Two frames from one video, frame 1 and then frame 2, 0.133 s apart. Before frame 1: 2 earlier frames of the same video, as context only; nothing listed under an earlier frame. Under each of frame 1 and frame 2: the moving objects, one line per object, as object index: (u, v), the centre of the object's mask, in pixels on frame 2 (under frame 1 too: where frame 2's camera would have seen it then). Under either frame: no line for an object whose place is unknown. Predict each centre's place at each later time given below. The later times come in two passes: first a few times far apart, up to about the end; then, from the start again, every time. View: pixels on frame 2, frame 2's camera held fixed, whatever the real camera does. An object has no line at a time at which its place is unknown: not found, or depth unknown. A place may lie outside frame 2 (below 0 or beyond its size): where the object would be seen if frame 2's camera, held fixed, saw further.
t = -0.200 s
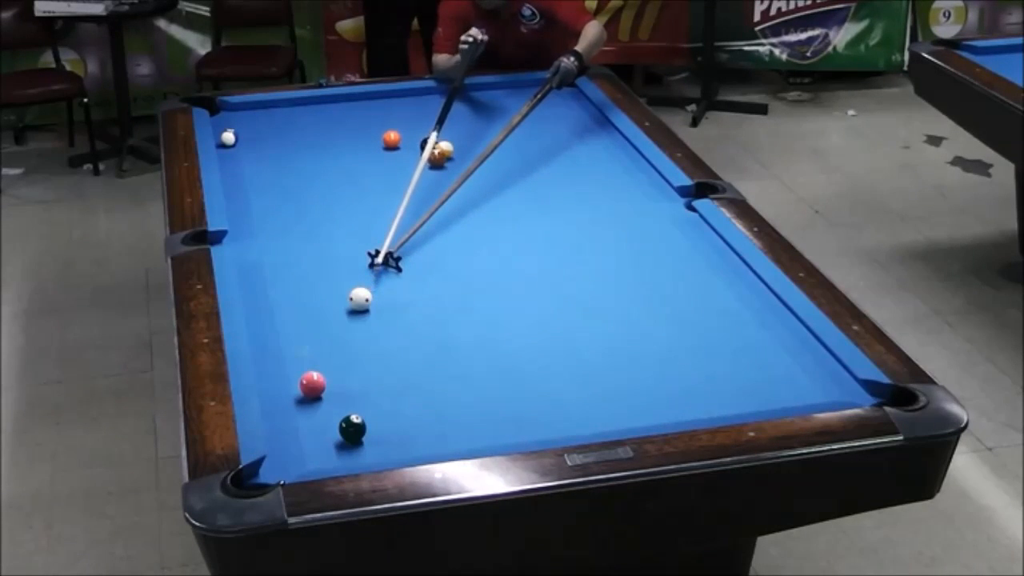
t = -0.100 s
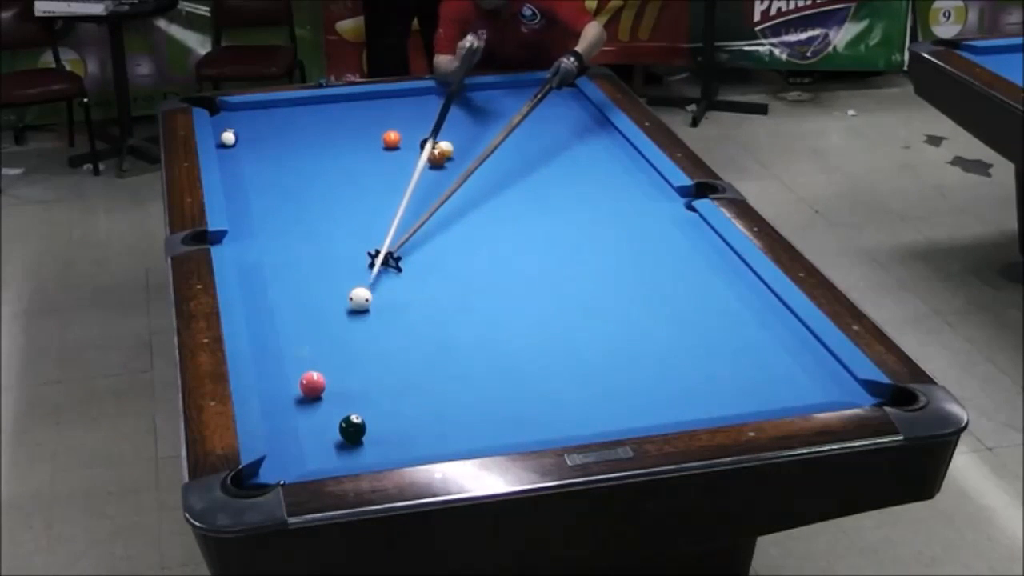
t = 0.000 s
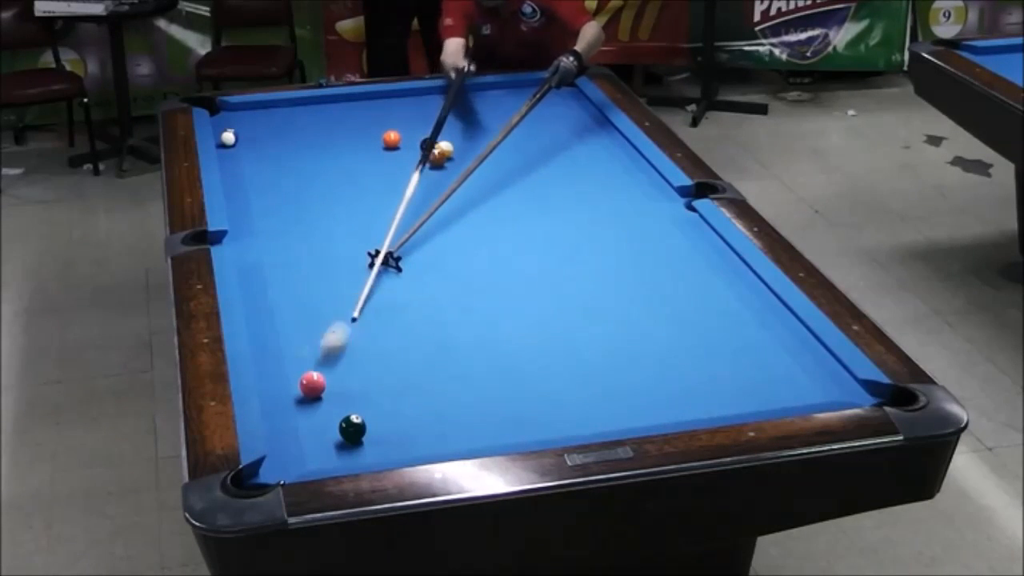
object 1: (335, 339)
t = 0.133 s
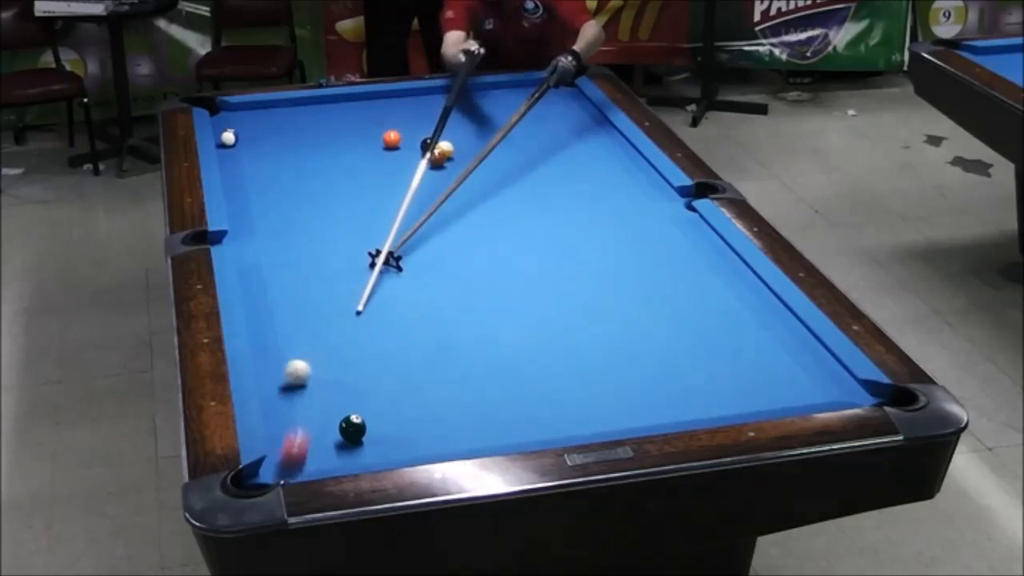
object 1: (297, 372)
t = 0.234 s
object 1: (285, 367)
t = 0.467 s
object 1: (262, 350)
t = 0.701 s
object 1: (268, 337)
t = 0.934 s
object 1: (275, 325)
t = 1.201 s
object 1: (281, 313)
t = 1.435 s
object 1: (286, 303)
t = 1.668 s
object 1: (291, 295)
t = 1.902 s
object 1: (295, 287)
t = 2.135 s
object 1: (297, 281)
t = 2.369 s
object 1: (300, 275)
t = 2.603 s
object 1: (302, 270)
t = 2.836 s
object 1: (304, 266)
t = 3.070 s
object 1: (305, 263)
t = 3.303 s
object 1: (305, 261)
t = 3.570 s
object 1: (305, 260)
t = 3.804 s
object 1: (305, 259)
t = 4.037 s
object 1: (304, 259)
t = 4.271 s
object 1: (304, 259)
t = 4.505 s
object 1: (304, 259)
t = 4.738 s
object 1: (304, 259)
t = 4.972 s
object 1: (305, 259)
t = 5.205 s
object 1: (304, 259)
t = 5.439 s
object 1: (304, 259)
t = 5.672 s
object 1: (304, 259)
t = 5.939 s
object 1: (304, 259)
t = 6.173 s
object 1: (304, 259)
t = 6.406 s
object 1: (304, 259)
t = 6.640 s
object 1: (304, 259)
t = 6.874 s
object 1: (304, 259)
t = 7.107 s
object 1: (304, 259)
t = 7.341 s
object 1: (304, 259)
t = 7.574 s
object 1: (304, 259)
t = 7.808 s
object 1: (304, 259)
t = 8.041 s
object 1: (304, 259)
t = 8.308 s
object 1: (304, 259)
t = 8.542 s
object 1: (304, 259)
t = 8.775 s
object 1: (305, 259)
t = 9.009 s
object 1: (304, 259)
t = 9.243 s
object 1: (305, 259)
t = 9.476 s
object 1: (304, 259)
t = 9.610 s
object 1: (305, 259)
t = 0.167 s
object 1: (292, 372)
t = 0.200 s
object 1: (288, 370)
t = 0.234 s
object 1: (285, 367)
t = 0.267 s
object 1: (281, 365)
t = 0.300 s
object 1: (278, 362)
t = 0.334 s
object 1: (275, 360)
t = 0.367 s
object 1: (272, 357)
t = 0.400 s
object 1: (268, 355)
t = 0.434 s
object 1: (265, 352)
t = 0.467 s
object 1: (262, 350)
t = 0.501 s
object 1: (262, 348)
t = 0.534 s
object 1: (263, 346)
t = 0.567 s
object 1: (264, 344)
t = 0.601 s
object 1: (265, 343)
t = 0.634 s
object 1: (266, 341)
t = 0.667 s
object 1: (267, 339)
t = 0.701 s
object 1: (268, 337)
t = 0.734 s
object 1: (269, 335)
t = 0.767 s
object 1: (270, 333)
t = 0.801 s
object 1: (271, 332)
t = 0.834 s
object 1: (272, 330)
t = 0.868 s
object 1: (273, 328)
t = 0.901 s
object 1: (274, 327)
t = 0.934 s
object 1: (275, 325)
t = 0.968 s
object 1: (276, 323)
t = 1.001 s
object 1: (277, 322)
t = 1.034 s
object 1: (277, 320)
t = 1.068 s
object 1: (278, 318)
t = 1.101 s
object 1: (279, 317)
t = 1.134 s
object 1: (280, 316)
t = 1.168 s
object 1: (280, 314)
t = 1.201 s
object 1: (281, 313)
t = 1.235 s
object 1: (282, 311)
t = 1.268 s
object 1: (283, 310)
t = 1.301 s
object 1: (283, 309)
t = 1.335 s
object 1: (285, 307)
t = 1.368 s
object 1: (285, 306)
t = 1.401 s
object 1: (285, 305)
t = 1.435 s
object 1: (286, 303)
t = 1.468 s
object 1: (287, 302)
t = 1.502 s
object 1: (288, 300)
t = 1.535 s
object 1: (288, 299)
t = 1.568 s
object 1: (289, 298)
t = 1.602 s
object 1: (290, 297)
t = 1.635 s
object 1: (290, 296)
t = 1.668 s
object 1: (291, 295)
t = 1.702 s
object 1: (291, 294)
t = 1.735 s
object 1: (292, 292)
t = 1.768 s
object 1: (293, 291)
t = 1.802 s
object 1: (293, 290)
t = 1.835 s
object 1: (294, 289)
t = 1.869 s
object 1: (295, 288)
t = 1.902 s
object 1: (295, 287)
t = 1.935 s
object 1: (295, 286)
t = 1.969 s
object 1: (295, 285)
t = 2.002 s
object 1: (296, 284)
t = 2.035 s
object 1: (296, 283)
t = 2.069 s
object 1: (297, 282)
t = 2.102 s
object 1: (297, 281)
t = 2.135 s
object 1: (297, 281)
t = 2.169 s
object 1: (298, 280)
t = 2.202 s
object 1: (298, 279)
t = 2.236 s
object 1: (299, 278)
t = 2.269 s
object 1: (299, 278)
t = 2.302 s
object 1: (299, 277)
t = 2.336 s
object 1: (300, 276)
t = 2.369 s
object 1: (300, 275)
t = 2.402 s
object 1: (300, 274)
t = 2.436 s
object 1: (301, 274)
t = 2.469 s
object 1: (301, 273)
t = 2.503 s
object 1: (302, 272)
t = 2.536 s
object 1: (302, 271)
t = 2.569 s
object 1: (302, 271)
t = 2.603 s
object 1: (302, 270)
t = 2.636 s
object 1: (302, 270)
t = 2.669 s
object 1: (303, 269)
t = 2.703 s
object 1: (303, 269)
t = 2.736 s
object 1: (304, 268)
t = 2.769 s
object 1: (303, 267)
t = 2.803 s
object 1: (304, 267)
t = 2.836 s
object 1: (304, 266)
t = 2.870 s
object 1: (304, 266)
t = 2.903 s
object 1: (304, 265)
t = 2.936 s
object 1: (304, 265)
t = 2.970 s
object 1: (304, 264)
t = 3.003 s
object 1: (305, 264)
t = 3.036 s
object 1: (305, 264)
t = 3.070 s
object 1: (305, 263)
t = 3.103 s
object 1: (305, 264)
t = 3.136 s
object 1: (305, 263)
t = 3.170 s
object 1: (305, 263)
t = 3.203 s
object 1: (305, 262)
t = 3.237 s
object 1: (305, 262)
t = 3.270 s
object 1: (305, 262)
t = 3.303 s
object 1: (305, 261)
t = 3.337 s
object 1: (305, 261)
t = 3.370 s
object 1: (305, 261)
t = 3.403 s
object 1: (305, 261)
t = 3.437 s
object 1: (305, 260)
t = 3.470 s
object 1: (306, 260)
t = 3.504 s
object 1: (305, 260)
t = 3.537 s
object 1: (305, 260)
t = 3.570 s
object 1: (305, 260)
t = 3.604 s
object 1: (305, 260)
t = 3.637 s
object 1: (305, 259)
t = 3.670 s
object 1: (305, 259)
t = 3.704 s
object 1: (305, 259)
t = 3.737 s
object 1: (305, 259)
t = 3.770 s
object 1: (305, 259)
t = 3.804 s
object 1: (305, 259)
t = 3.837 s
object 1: (305, 259)
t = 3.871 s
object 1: (304, 259)
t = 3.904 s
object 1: (304, 259)
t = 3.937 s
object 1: (304, 259)
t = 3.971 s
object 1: (304, 259)
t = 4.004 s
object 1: (304, 259)
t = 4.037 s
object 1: (304, 259)
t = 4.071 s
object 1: (304, 259)
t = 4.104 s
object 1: (304, 259)
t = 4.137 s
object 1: (304, 259)
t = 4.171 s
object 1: (304, 259)
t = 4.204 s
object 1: (304, 259)
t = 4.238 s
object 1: (304, 259)
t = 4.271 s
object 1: (304, 259)
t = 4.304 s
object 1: (304, 259)
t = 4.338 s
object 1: (304, 259)
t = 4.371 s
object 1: (304, 259)
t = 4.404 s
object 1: (304, 259)
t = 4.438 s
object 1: (304, 259)
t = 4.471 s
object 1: (305, 259)
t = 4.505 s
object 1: (304, 259)
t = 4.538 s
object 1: (304, 259)
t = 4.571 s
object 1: (304, 259)
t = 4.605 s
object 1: (304, 259)
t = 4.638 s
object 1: (304, 259)
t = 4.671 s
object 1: (304, 259)
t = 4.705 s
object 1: (304, 259)
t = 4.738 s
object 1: (304, 259)
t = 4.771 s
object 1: (304, 259)
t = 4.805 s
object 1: (304, 259)
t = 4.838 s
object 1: (304, 259)
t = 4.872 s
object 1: (305, 259)
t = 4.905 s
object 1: (305, 259)
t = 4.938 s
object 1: (305, 259)
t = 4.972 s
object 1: (305, 259)
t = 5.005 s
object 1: (304, 259)
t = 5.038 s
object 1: (304, 259)
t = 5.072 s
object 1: (304, 259)
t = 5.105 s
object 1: (304, 259)
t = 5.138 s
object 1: (304, 259)
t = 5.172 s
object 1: (304, 259)
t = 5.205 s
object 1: (304, 259)
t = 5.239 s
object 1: (304, 259)
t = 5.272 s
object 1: (304, 259)
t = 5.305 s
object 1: (304, 259)
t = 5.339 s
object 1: (304, 259)
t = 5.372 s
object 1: (304, 259)
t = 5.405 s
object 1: (304, 259)
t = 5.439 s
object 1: (304, 259)
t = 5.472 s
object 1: (304, 259)
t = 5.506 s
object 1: (304, 259)
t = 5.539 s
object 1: (304, 259)
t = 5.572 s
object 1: (304, 259)
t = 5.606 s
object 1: (304, 259)
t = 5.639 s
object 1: (304, 259)
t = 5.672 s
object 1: (304, 259)
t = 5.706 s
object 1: (304, 259)
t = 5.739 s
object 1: (304, 259)
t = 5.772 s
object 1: (304, 259)
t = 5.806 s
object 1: (304, 259)
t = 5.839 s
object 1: (304, 259)
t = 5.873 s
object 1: (304, 259)
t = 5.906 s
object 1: (304, 259)
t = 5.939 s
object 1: (304, 259)
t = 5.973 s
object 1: (304, 259)
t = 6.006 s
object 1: (304, 259)
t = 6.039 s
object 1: (304, 259)
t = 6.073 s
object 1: (304, 259)
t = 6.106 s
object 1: (304, 259)
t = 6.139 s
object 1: (304, 259)
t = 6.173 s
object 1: (304, 259)
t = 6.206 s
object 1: (304, 259)
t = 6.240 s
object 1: (304, 259)
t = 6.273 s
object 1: (304, 259)
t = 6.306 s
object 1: (304, 259)
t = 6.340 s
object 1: (304, 259)
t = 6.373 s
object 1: (304, 259)
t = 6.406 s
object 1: (304, 259)
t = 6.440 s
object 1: (304, 259)
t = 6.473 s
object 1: (304, 259)
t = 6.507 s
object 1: (304, 259)
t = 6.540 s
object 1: (304, 259)
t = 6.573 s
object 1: (304, 259)
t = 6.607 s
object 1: (304, 259)
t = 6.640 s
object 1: (304, 259)
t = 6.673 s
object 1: (304, 259)
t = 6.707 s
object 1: (304, 259)
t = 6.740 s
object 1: (304, 259)
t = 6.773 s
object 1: (304, 259)
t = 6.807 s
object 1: (304, 259)
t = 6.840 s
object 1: (304, 259)
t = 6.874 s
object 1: (304, 259)
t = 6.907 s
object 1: (304, 259)
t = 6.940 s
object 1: (304, 259)
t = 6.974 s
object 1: (304, 259)
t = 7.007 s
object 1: (304, 259)
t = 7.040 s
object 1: (304, 259)
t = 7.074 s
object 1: (304, 259)
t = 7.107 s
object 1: (304, 259)
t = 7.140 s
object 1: (304, 259)
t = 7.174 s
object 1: (304, 259)
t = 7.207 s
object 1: (304, 259)
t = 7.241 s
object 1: (304, 259)
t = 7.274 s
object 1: (304, 259)
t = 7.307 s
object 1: (304, 259)
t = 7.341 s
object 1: (304, 259)
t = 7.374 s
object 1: (304, 259)
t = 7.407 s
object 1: (304, 259)
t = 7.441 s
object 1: (304, 259)
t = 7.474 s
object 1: (304, 259)
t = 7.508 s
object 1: (304, 259)
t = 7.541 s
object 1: (304, 259)
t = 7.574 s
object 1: (304, 259)
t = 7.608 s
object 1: (304, 259)
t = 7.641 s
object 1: (304, 259)
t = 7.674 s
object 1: (304, 259)
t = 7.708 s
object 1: (304, 259)
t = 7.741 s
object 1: (304, 259)
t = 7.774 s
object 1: (304, 259)
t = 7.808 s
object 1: (304, 259)
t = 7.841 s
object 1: (304, 259)
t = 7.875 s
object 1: (304, 259)
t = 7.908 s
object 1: (304, 259)
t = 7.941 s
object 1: (304, 259)
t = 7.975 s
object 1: (304, 259)
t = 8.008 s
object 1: (304, 259)
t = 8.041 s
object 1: (304, 259)
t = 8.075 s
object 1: (304, 259)
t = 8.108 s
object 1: (304, 259)
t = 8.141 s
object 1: (304, 259)
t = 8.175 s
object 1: (304, 259)
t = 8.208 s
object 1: (304, 259)
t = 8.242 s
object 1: (304, 259)
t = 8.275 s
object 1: (304, 259)
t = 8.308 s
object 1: (304, 259)
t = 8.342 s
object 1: (304, 259)
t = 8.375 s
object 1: (304, 259)
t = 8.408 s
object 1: (304, 259)
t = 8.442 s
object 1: (304, 259)
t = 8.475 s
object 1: (304, 259)
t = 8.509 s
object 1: (304, 259)
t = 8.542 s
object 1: (304, 259)
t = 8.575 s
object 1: (304, 259)
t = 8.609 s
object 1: (304, 259)
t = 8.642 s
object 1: (304, 259)
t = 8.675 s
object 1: (304, 259)
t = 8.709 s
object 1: (305, 259)
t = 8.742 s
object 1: (305, 259)
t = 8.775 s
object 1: (305, 259)
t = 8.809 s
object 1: (305, 259)
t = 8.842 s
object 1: (304, 259)
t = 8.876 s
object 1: (304, 259)
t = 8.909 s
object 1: (304, 259)
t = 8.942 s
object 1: (304, 260)
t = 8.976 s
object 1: (304, 259)
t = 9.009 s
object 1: (304, 259)
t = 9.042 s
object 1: (304, 260)
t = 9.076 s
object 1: (304, 259)
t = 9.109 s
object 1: (305, 259)
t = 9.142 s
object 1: (305, 259)
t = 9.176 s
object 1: (305, 259)
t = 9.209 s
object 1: (305, 259)
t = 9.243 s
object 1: (305, 259)
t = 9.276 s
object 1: (305, 259)
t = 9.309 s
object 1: (305, 259)
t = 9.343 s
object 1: (304, 259)
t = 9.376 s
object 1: (304, 259)
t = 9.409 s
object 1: (304, 259)
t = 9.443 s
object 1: (304, 259)
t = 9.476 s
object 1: (304, 259)
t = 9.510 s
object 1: (304, 259)
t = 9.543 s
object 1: (304, 259)
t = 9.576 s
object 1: (304, 259)
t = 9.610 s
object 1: (305, 259)
